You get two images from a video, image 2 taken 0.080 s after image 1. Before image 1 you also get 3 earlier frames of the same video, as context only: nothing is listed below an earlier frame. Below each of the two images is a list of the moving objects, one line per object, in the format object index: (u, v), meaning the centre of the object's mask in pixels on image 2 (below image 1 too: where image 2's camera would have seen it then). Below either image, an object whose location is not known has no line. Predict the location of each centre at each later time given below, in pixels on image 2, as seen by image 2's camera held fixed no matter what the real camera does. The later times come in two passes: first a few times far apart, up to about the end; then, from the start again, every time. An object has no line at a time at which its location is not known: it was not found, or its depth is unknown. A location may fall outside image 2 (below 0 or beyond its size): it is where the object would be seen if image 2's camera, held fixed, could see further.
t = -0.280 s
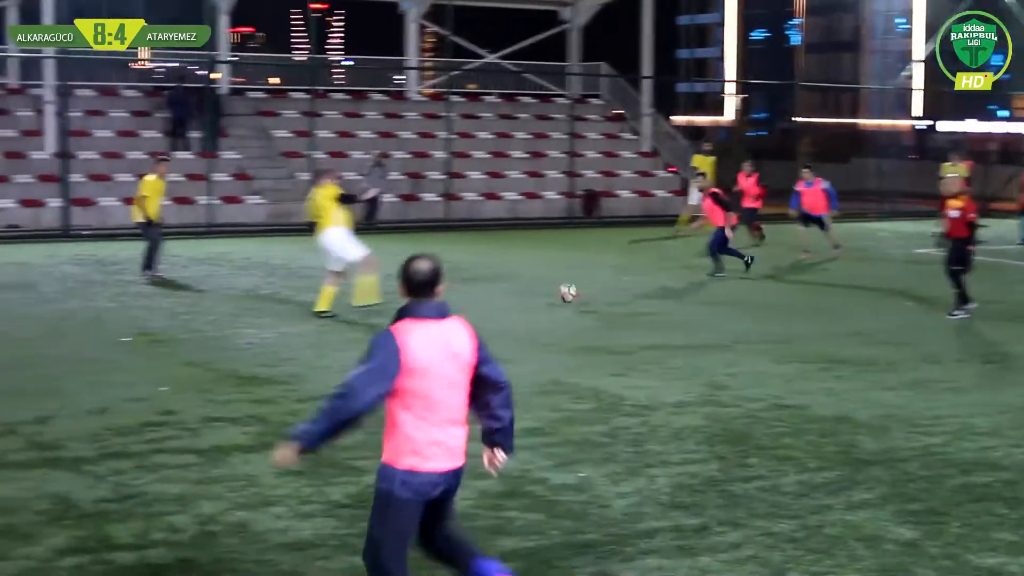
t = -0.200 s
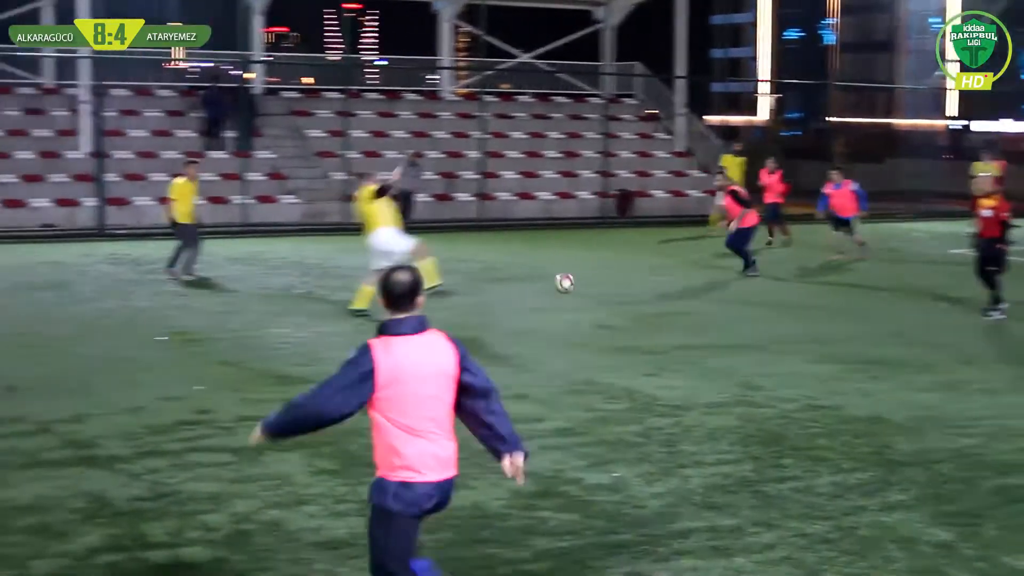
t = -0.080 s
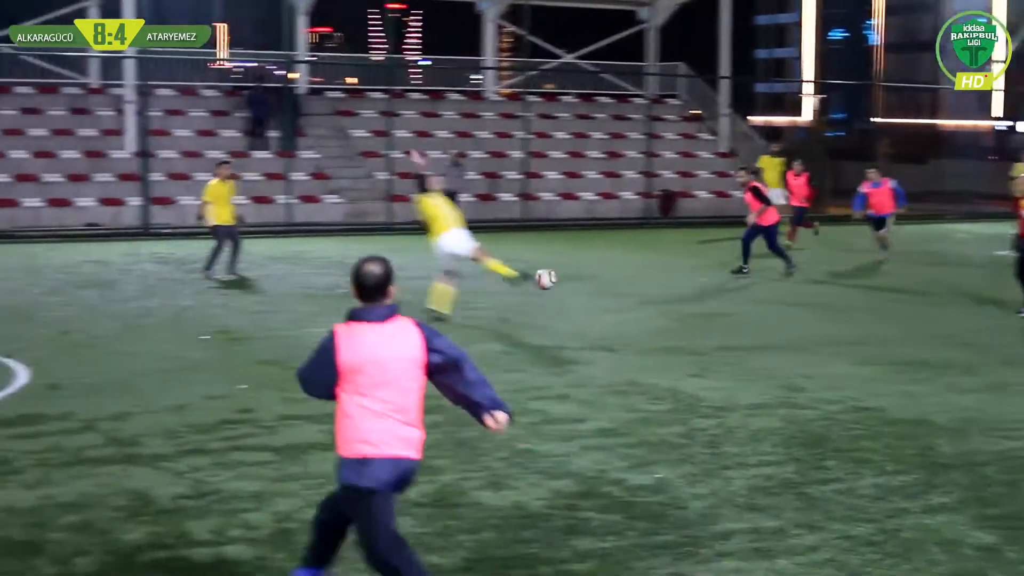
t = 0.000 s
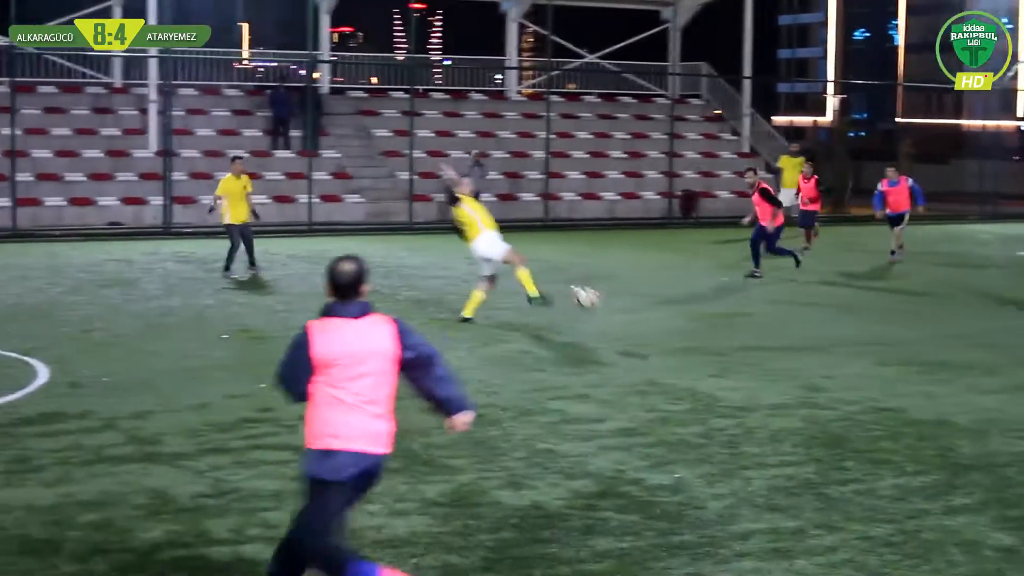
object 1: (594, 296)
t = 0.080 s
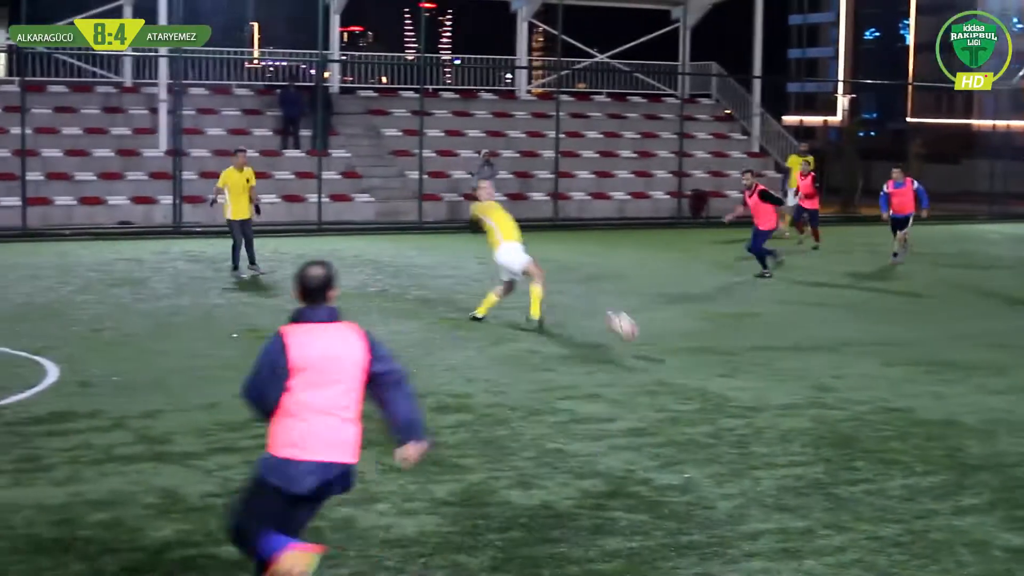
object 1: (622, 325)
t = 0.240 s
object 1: (666, 335)
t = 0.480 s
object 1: (724, 351)
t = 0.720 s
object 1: (789, 391)
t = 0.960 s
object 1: (864, 420)
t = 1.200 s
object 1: (952, 460)
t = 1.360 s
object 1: (1019, 506)
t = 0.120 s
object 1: (636, 343)
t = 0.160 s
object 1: (647, 344)
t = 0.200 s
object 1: (656, 338)
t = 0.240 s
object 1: (666, 335)
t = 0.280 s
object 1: (675, 333)
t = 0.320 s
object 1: (684, 333)
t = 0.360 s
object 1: (694, 334)
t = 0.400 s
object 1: (704, 339)
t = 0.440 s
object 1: (714, 344)
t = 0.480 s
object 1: (724, 351)
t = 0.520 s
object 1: (736, 363)
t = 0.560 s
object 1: (748, 375)
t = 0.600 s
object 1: (755, 391)
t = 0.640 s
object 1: (766, 399)
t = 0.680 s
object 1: (778, 394)
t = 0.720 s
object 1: (789, 391)
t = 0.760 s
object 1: (800, 391)
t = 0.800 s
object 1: (813, 392)
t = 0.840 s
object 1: (826, 394)
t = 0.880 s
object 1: (838, 401)
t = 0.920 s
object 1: (851, 410)
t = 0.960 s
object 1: (864, 420)
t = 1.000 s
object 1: (877, 434)
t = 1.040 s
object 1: (891, 451)
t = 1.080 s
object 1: (905, 455)
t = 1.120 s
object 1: (920, 454)
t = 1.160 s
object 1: (936, 456)
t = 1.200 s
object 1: (952, 460)
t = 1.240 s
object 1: (967, 468)
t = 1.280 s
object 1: (984, 477)
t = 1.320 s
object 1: (1001, 490)
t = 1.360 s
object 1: (1019, 506)
